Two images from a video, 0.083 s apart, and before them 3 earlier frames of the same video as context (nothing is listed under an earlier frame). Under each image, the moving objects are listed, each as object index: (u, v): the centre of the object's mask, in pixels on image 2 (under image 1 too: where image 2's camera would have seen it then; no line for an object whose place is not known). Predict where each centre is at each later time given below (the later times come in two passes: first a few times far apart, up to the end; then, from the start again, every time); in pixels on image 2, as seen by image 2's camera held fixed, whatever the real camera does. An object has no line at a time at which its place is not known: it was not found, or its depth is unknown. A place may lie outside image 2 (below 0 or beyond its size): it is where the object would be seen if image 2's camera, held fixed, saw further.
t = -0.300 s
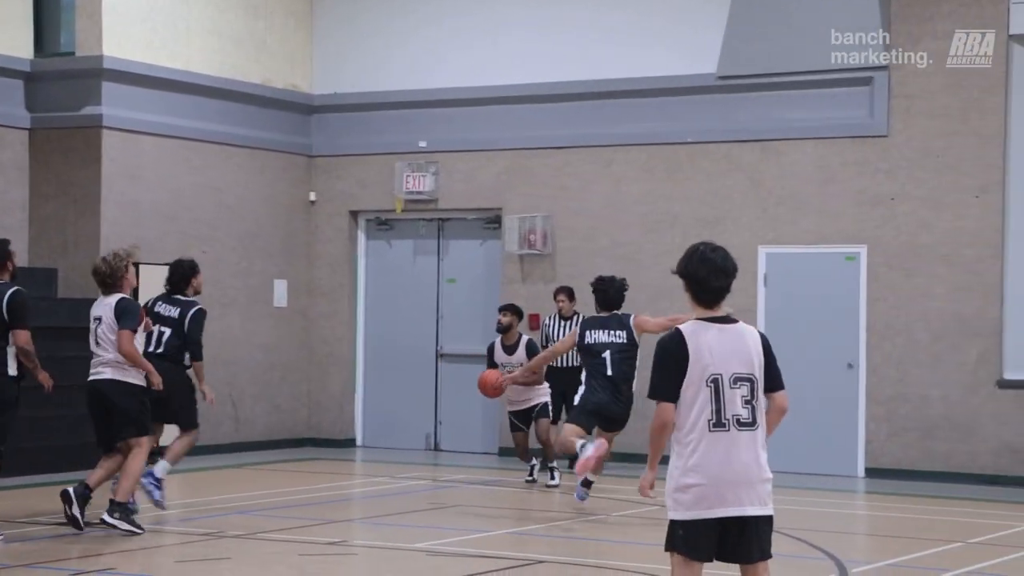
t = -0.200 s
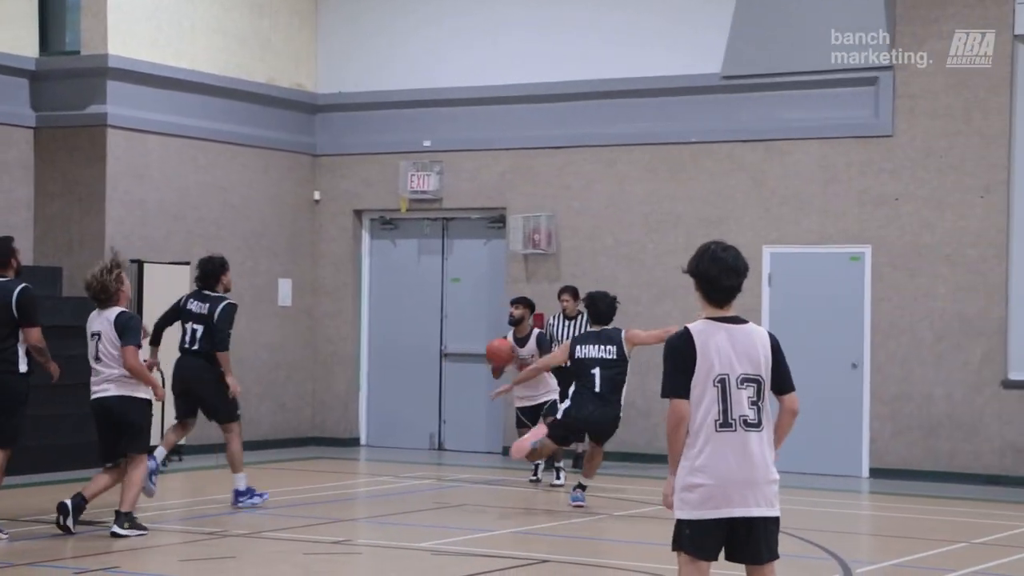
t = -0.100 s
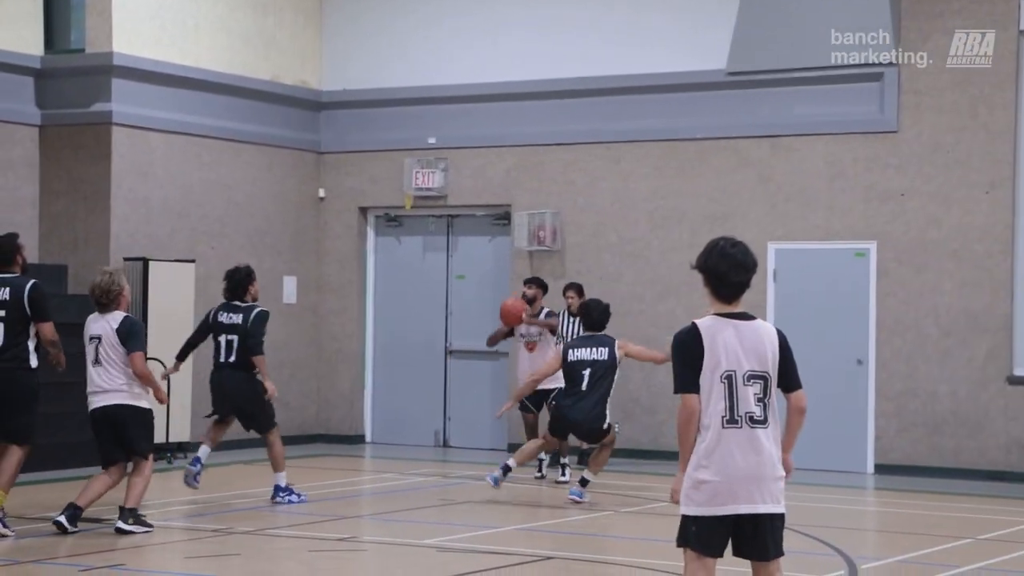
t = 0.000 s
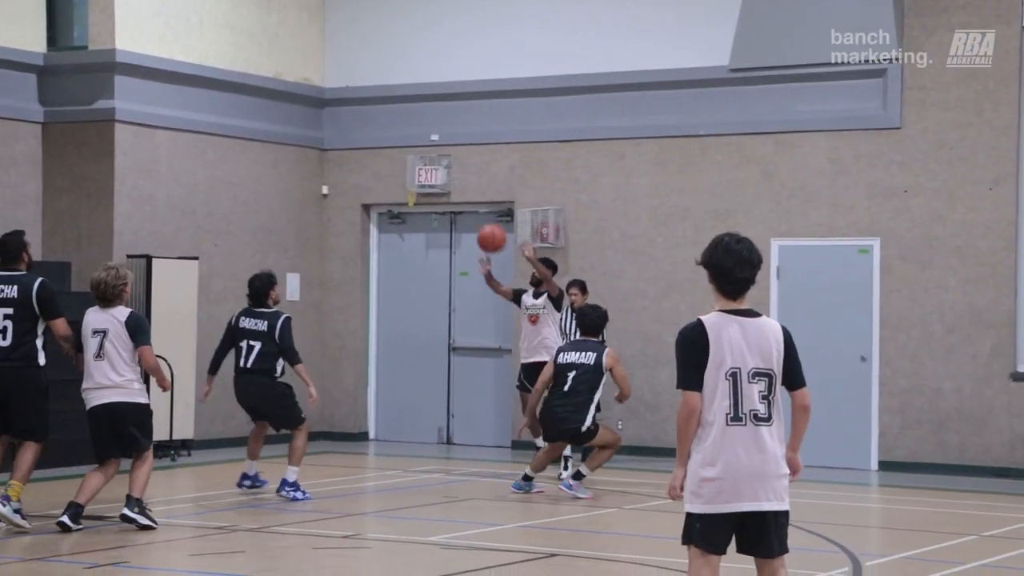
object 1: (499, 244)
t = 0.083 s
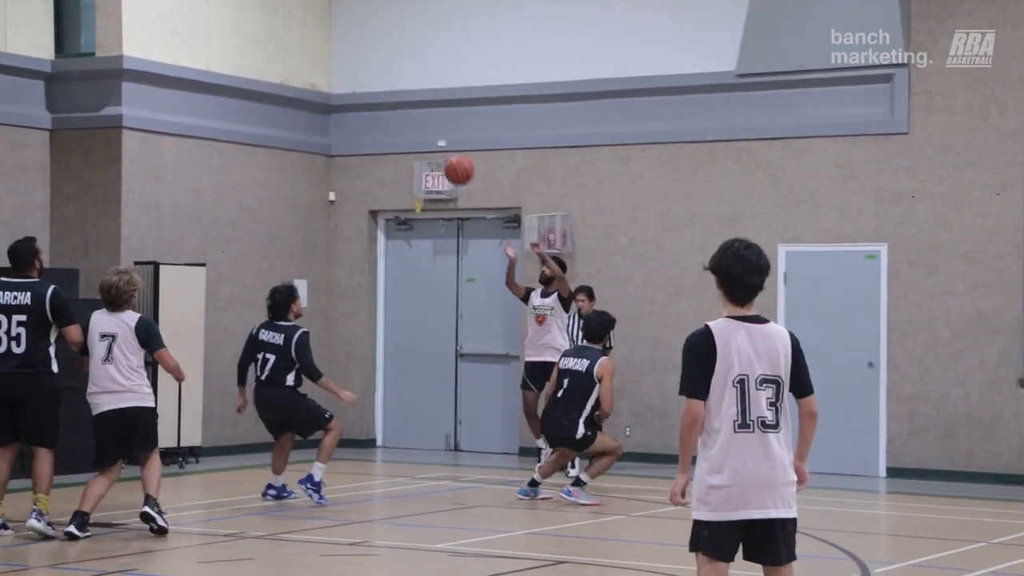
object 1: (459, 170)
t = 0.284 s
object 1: (354, 11)
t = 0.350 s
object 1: (316, -35)
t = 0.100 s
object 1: (451, 156)
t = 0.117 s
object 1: (443, 142)
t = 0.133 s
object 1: (435, 128)
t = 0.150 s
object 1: (426, 114)
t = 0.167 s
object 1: (418, 101)
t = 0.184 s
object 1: (409, 88)
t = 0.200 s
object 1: (400, 75)
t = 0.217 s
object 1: (391, 61)
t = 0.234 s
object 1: (382, 49)
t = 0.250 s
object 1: (373, 36)
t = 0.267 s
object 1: (363, 23)
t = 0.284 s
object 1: (354, 11)
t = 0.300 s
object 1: (344, -1)
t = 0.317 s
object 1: (335, -13)
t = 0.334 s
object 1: (326, -24)
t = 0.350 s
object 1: (316, -35)
